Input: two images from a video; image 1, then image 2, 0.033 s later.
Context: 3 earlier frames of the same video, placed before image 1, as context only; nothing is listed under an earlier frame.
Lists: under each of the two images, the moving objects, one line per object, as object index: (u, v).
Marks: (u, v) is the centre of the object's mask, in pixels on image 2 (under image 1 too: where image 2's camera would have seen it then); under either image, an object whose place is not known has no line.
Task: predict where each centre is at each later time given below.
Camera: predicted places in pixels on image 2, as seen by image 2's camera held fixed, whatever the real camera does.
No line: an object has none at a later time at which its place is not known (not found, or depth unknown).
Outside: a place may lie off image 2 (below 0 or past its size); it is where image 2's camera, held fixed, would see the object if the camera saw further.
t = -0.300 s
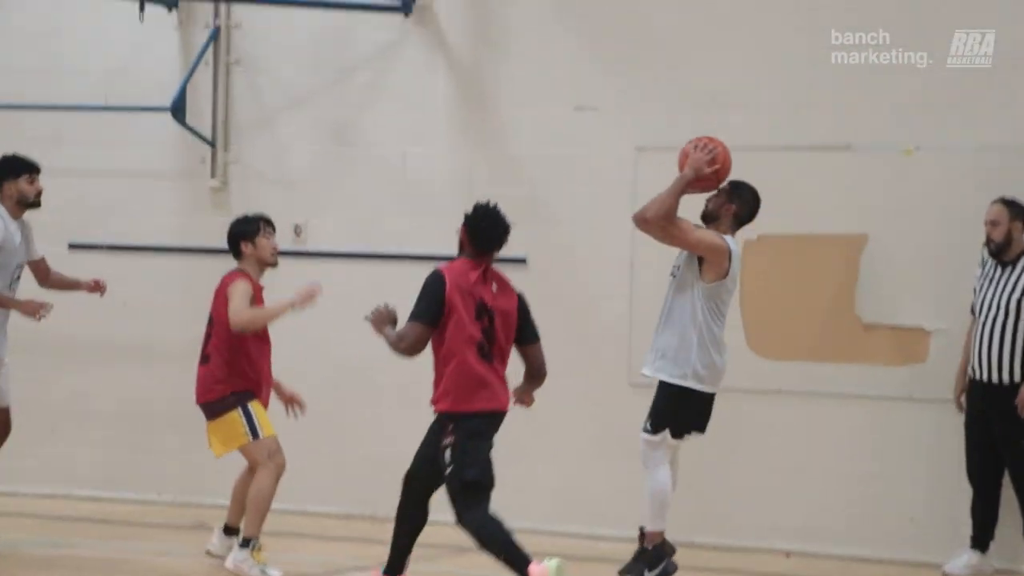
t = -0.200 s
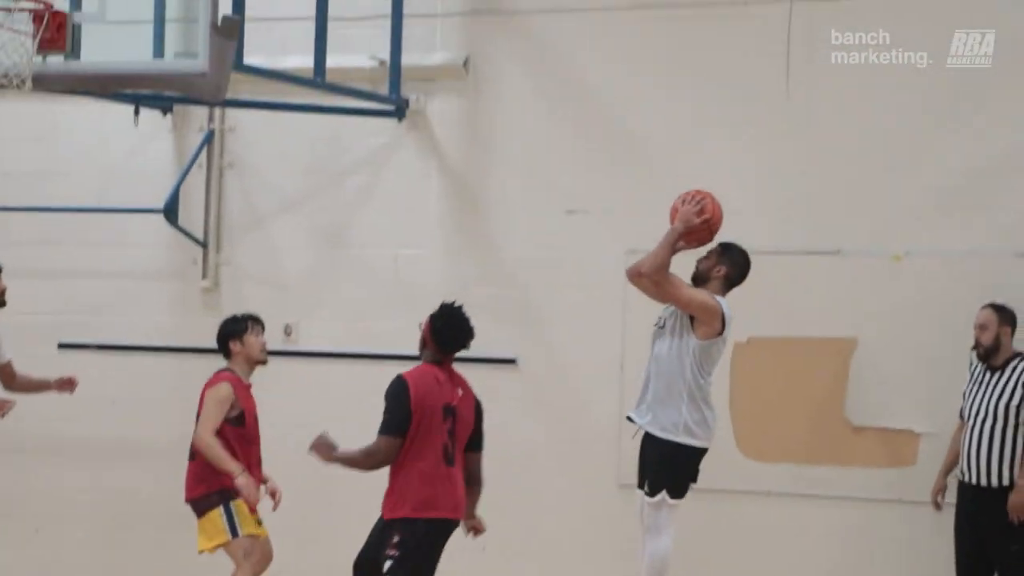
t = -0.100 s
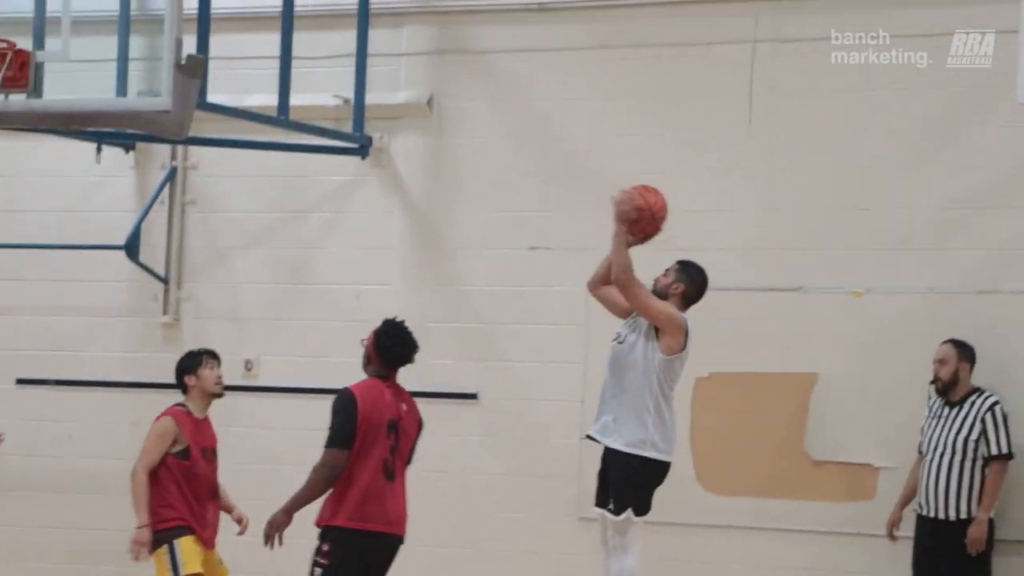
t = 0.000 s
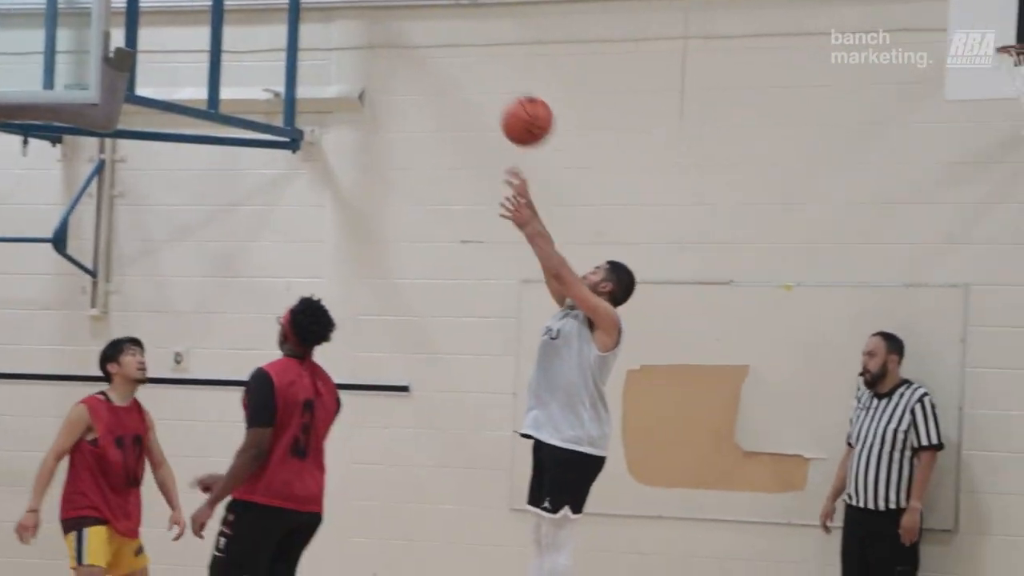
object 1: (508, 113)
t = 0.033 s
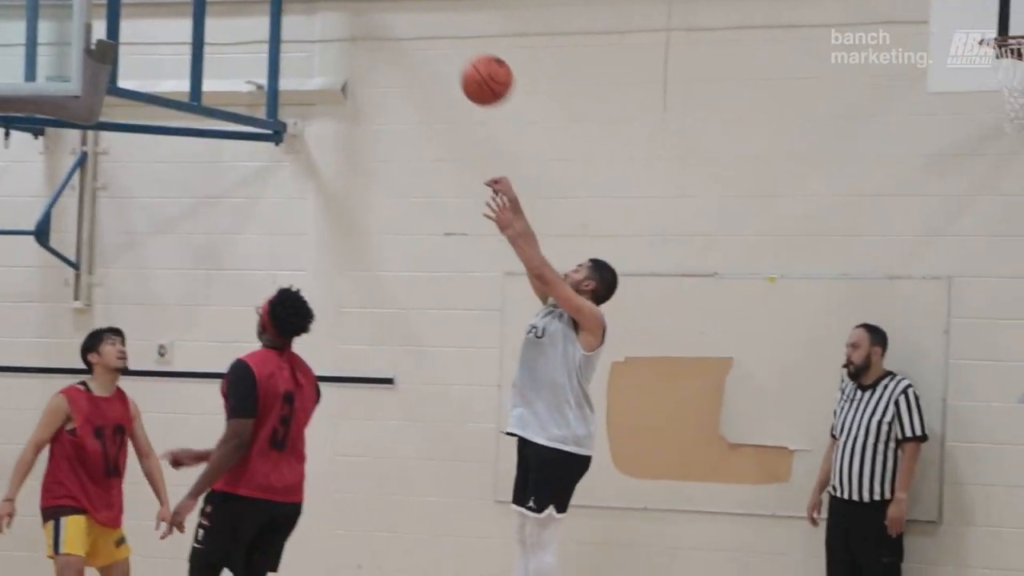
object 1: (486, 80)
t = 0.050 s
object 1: (475, 65)
